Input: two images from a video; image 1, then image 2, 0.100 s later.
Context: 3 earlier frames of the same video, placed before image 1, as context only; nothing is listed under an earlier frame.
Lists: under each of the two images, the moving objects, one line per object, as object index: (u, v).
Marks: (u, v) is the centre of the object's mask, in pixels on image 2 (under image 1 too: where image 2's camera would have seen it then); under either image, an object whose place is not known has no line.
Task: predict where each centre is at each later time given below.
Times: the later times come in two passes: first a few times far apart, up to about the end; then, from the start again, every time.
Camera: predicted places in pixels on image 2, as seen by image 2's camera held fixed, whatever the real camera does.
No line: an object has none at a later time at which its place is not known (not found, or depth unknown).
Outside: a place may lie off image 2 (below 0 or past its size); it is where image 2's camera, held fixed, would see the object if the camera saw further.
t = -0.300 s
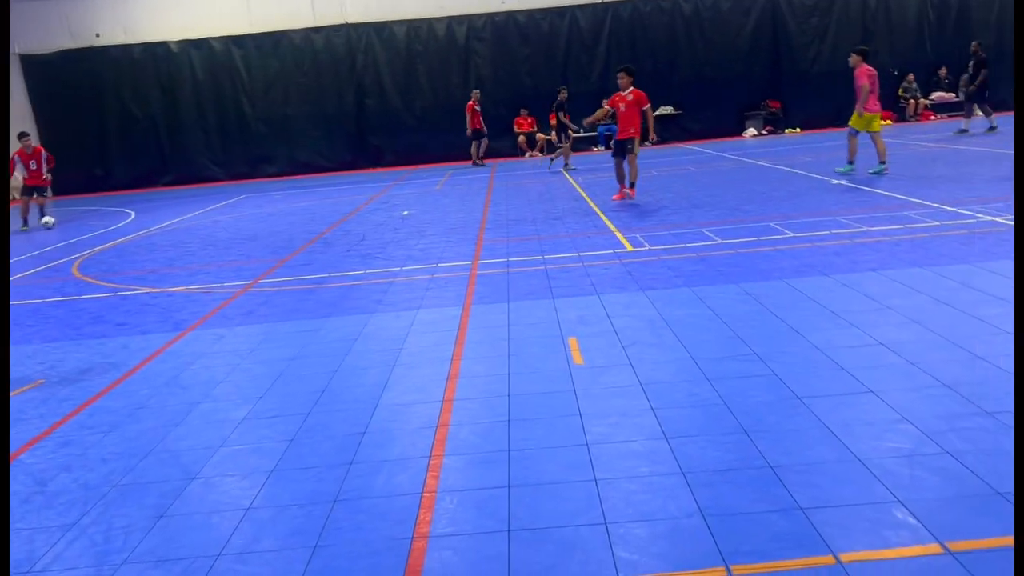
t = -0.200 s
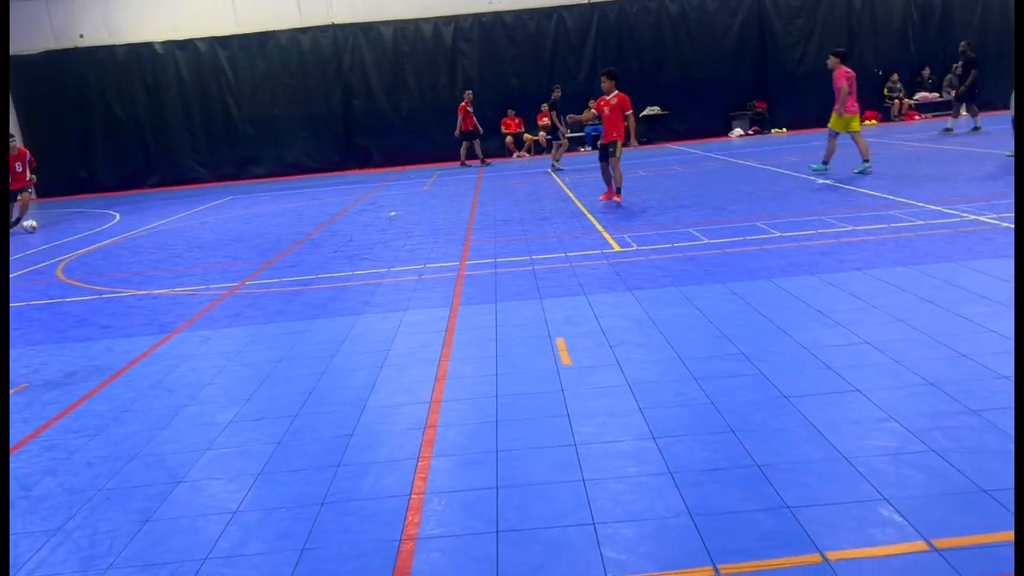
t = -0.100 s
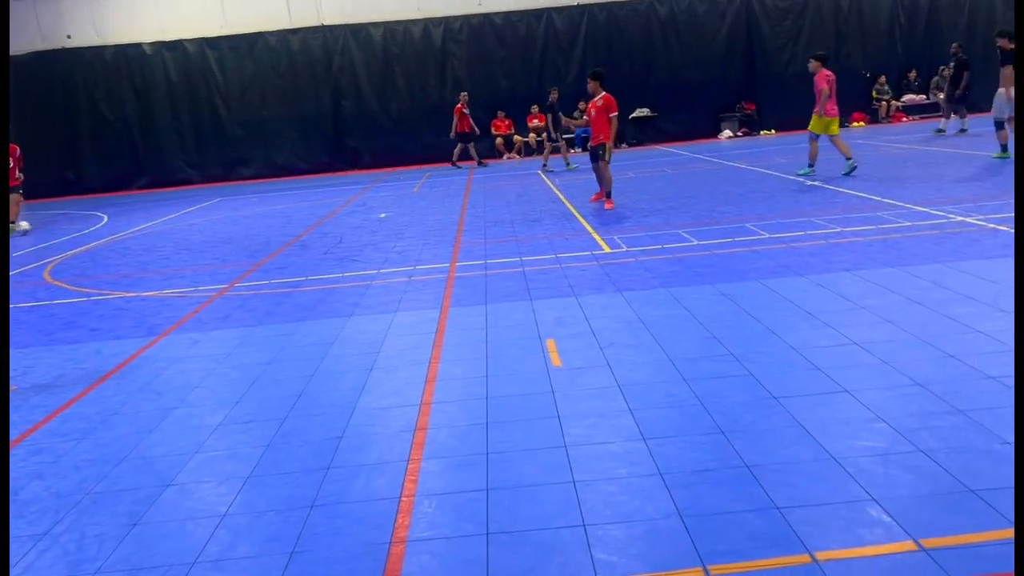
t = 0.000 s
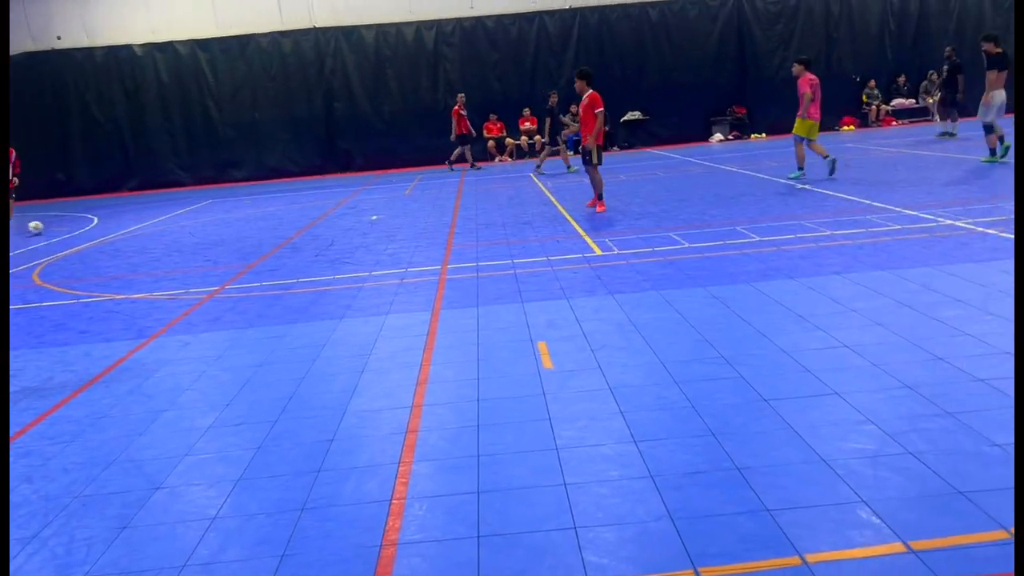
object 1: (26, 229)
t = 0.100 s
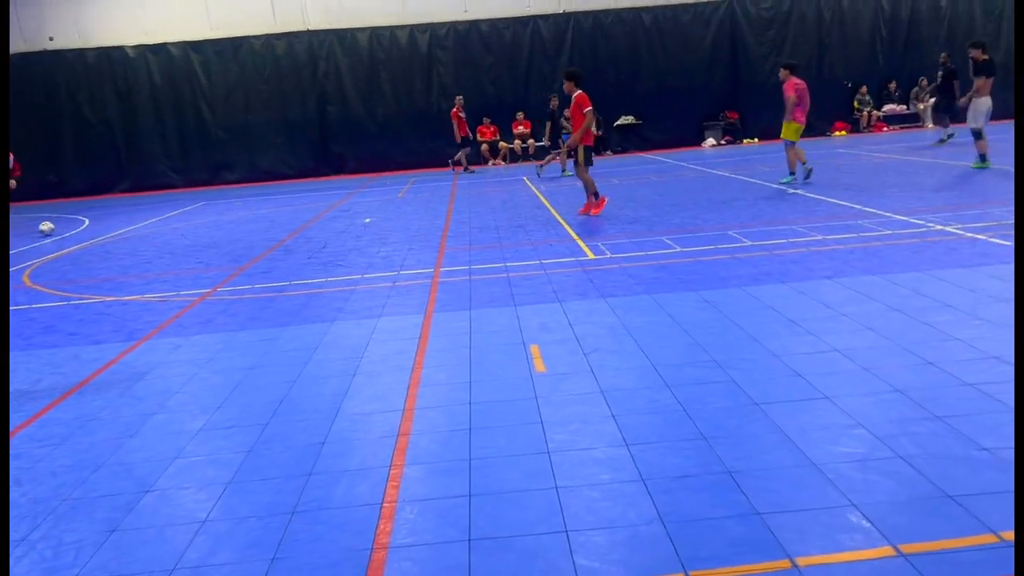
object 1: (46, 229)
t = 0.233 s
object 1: (70, 228)
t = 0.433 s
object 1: (105, 227)
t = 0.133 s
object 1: (53, 228)
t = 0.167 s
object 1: (59, 229)
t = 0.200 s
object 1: (65, 228)
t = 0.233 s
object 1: (70, 228)
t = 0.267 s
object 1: (76, 228)
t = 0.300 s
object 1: (82, 228)
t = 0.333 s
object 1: (87, 228)
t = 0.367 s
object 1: (92, 227)
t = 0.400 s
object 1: (99, 227)
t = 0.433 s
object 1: (105, 227)
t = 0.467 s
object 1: (111, 227)
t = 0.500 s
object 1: (117, 227)
